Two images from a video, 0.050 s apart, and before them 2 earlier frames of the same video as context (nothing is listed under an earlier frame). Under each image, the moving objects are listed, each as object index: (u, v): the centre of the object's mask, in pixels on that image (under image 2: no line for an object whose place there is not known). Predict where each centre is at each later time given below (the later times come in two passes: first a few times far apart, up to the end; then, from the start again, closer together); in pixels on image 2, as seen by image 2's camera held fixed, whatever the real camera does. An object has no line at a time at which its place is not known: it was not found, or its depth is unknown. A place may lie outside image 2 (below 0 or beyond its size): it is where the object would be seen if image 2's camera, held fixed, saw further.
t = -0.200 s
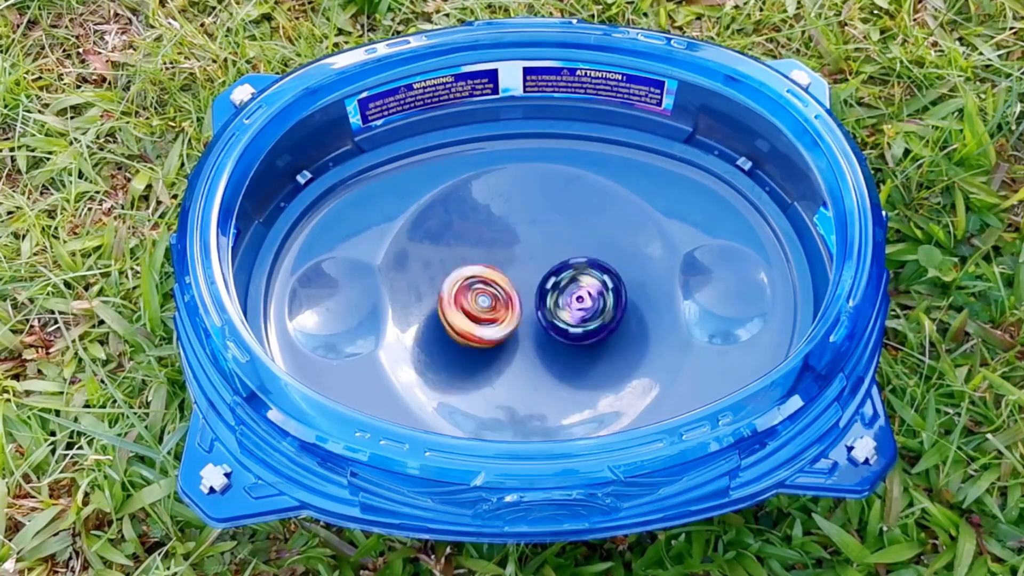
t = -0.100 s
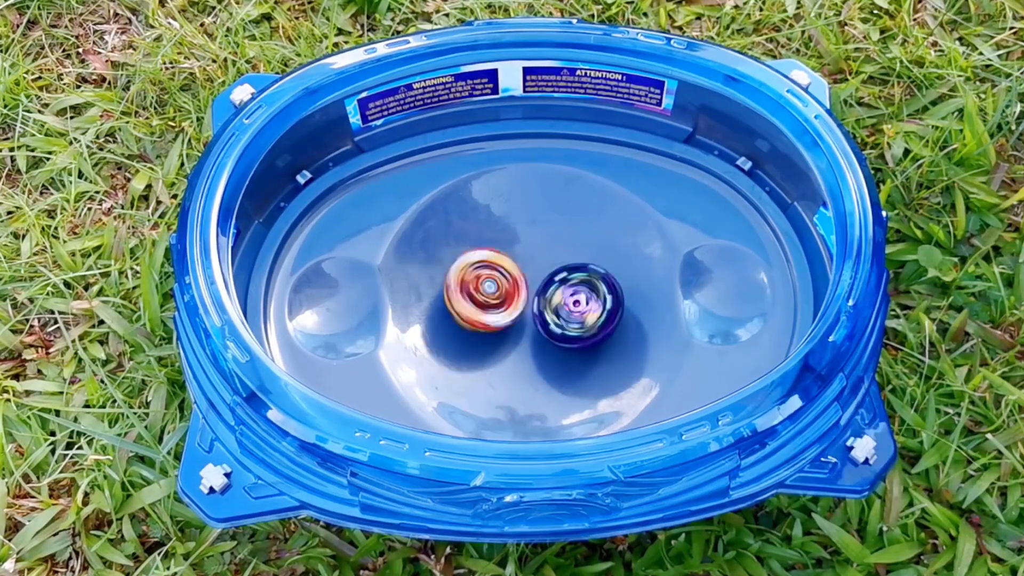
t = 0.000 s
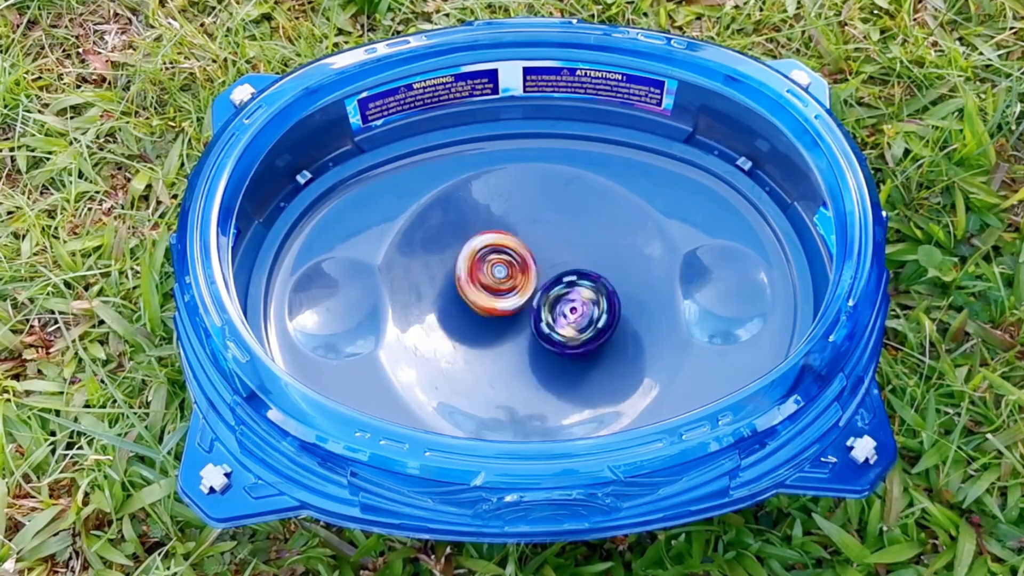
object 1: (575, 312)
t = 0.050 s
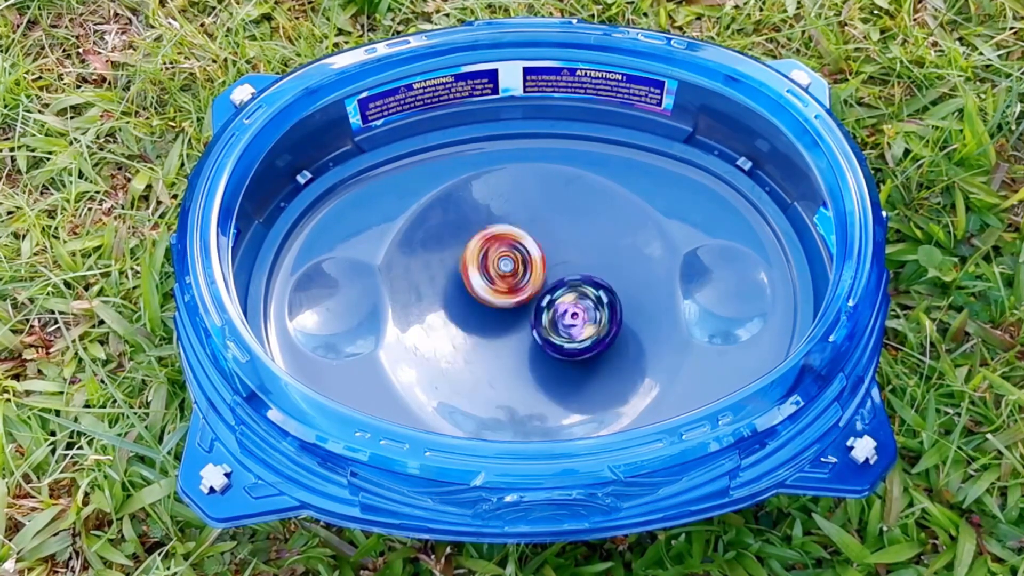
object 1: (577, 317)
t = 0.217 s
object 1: (568, 324)
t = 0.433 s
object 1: (559, 336)
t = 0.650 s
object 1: (538, 352)
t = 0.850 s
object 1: (505, 356)
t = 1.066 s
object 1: (483, 319)
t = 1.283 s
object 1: (498, 296)
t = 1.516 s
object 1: (545, 268)
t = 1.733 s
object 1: (572, 279)
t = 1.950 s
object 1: (585, 296)
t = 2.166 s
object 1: (604, 320)
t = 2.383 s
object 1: (590, 340)
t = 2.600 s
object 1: (550, 357)
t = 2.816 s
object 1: (532, 368)
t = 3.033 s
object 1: (526, 354)
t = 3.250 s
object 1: (524, 350)
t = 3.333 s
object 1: (523, 352)
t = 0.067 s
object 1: (576, 318)
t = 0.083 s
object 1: (576, 318)
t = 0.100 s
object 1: (576, 320)
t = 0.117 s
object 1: (574, 321)
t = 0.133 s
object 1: (573, 321)
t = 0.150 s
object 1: (573, 321)
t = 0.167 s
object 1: (571, 322)
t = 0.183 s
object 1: (569, 322)
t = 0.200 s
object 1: (568, 323)
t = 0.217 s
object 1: (568, 324)
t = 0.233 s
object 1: (567, 325)
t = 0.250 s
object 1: (566, 325)
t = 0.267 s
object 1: (566, 325)
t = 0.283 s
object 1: (565, 327)
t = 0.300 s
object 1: (565, 328)
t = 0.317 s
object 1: (564, 328)
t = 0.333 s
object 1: (565, 329)
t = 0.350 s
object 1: (564, 330)
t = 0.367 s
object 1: (563, 330)
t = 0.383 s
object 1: (562, 330)
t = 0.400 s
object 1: (561, 333)
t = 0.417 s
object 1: (560, 335)
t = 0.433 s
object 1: (559, 336)
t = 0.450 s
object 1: (558, 337)
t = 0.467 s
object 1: (556, 338)
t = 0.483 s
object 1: (555, 339)
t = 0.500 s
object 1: (555, 339)
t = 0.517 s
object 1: (555, 340)
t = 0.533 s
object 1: (554, 340)
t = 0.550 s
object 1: (553, 340)
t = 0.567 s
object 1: (551, 340)
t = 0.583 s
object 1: (549, 342)
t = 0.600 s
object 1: (545, 343)
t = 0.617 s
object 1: (543, 348)
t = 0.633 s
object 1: (540, 349)
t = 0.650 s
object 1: (538, 352)
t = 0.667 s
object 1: (536, 352)
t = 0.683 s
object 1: (535, 354)
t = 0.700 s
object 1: (534, 354)
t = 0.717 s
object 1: (534, 355)
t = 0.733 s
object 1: (533, 354)
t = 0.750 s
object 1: (532, 355)
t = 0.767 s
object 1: (532, 353)
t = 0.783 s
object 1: (530, 353)
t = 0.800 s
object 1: (523, 355)
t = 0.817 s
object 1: (520, 355)
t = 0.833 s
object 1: (510, 357)
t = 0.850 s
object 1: (505, 356)
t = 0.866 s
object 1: (504, 354)
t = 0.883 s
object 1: (504, 354)
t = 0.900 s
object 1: (505, 352)
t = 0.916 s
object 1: (505, 351)
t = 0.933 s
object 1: (506, 348)
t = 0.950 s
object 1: (509, 344)
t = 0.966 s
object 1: (506, 343)
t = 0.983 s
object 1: (502, 338)
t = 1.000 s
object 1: (498, 335)
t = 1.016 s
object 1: (492, 330)
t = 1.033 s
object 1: (489, 327)
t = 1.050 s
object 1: (486, 323)
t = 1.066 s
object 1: (483, 319)
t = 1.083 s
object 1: (481, 317)
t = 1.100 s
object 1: (480, 314)
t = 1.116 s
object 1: (479, 312)
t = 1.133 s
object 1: (479, 310)
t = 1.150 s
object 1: (480, 308)
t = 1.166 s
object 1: (481, 307)
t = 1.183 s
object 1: (482, 306)
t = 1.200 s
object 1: (486, 306)
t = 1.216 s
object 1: (488, 306)
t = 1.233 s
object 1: (492, 305)
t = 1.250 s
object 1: (494, 303)
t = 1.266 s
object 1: (495, 300)
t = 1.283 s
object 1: (498, 296)
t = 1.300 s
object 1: (500, 295)
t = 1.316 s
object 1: (503, 294)
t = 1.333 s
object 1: (507, 287)
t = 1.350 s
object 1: (511, 283)
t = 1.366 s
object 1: (514, 278)
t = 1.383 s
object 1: (519, 273)
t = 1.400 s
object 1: (523, 270)
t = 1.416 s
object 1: (526, 267)
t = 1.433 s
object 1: (531, 265)
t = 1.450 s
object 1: (534, 265)
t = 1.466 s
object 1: (537, 265)
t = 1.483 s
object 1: (539, 265)
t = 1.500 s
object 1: (542, 265)
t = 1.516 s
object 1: (545, 268)
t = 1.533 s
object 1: (547, 270)
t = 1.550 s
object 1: (549, 272)
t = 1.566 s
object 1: (549, 274)
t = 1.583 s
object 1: (550, 277)
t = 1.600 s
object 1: (551, 278)
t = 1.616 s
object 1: (552, 279)
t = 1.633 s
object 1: (553, 281)
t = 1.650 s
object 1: (555, 281)
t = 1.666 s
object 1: (561, 278)
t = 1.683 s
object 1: (565, 278)
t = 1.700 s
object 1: (568, 277)
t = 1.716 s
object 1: (571, 278)
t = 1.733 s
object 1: (572, 279)
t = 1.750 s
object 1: (573, 280)
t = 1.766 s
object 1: (574, 281)
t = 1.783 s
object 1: (574, 283)
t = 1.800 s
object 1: (574, 285)
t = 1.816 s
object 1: (573, 286)
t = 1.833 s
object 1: (574, 286)
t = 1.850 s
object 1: (579, 287)
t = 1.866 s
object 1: (582, 289)
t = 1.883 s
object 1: (583, 291)
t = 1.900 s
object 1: (583, 293)
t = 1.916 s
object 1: (583, 293)
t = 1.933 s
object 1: (583, 295)
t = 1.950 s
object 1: (585, 296)
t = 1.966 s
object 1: (589, 298)
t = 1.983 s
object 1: (591, 301)
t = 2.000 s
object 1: (591, 303)
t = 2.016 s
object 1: (591, 303)
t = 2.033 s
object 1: (592, 305)
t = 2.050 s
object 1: (593, 305)
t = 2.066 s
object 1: (596, 308)
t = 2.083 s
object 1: (598, 311)
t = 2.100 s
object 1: (600, 314)
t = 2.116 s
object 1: (601, 316)
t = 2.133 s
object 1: (602, 317)
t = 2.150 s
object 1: (604, 318)
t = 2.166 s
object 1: (604, 320)
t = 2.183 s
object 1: (604, 321)
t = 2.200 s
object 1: (603, 322)
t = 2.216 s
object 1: (602, 322)
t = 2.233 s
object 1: (601, 325)
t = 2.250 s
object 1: (600, 329)
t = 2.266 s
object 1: (599, 331)
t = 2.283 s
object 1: (598, 334)
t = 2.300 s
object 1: (597, 336)
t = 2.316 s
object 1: (596, 337)
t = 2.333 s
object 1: (594, 339)
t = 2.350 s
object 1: (593, 340)
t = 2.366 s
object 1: (591, 340)
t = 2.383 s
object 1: (590, 340)
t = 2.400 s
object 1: (588, 341)
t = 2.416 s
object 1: (586, 342)
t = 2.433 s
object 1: (583, 343)
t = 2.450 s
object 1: (582, 344)
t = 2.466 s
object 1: (579, 345)
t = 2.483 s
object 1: (576, 346)
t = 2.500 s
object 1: (573, 347)
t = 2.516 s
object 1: (568, 348)
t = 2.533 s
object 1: (564, 350)
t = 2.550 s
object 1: (561, 351)
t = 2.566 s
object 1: (557, 353)
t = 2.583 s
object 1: (553, 355)
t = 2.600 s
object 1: (550, 357)
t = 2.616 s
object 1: (548, 358)
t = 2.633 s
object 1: (546, 358)
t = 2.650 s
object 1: (545, 359)
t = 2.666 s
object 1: (544, 359)
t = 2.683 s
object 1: (542, 361)
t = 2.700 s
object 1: (539, 363)
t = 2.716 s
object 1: (538, 364)
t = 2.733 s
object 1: (537, 365)
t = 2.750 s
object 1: (537, 366)
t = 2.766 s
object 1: (536, 366)
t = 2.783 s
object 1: (534, 367)
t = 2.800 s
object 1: (532, 367)
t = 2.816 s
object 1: (532, 368)
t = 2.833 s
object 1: (532, 367)
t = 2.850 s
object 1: (532, 367)
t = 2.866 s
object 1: (533, 366)
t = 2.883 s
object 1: (533, 365)
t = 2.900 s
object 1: (533, 364)
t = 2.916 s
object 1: (532, 362)
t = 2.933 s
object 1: (531, 361)
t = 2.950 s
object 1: (530, 359)
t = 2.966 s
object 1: (529, 358)
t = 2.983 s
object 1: (528, 357)
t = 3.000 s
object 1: (527, 356)
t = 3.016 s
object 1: (527, 355)
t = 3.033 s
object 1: (526, 354)
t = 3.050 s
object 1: (526, 353)
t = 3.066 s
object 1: (525, 351)
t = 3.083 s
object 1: (525, 350)
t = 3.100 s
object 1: (524, 349)
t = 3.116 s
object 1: (523, 348)
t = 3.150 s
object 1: (523, 347)
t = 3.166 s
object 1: (523, 347)
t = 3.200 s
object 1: (523, 348)
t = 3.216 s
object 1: (523, 349)
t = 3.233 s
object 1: (523, 349)
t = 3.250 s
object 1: (524, 350)
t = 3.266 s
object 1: (524, 351)
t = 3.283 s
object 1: (524, 351)
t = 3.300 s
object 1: (524, 352)
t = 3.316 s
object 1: (524, 352)
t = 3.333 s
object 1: (523, 352)
